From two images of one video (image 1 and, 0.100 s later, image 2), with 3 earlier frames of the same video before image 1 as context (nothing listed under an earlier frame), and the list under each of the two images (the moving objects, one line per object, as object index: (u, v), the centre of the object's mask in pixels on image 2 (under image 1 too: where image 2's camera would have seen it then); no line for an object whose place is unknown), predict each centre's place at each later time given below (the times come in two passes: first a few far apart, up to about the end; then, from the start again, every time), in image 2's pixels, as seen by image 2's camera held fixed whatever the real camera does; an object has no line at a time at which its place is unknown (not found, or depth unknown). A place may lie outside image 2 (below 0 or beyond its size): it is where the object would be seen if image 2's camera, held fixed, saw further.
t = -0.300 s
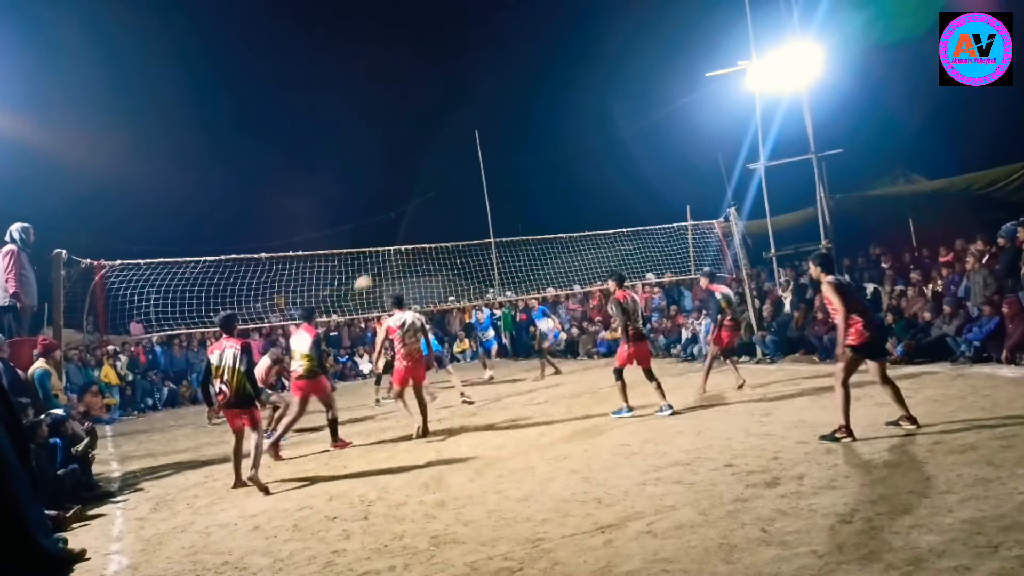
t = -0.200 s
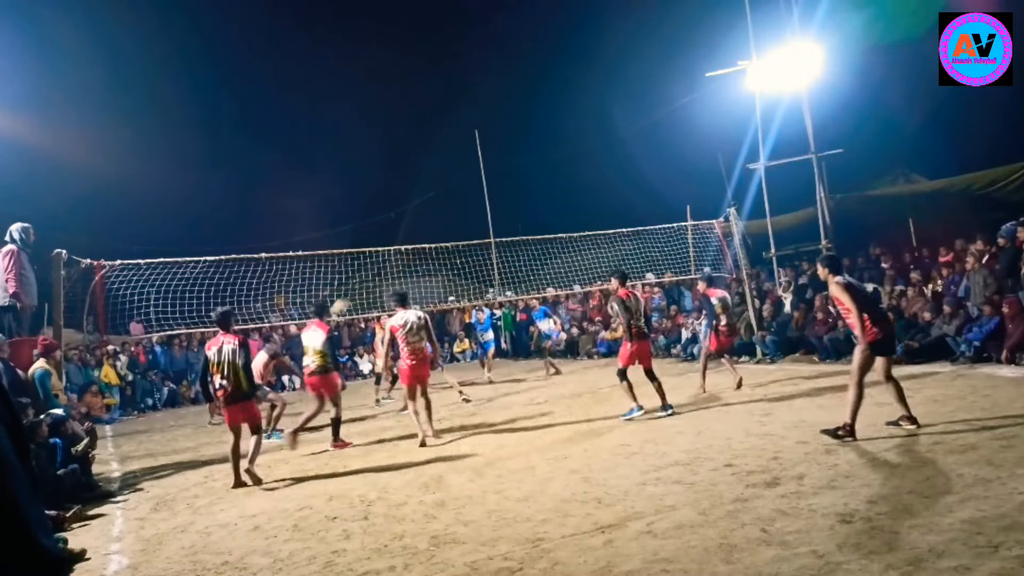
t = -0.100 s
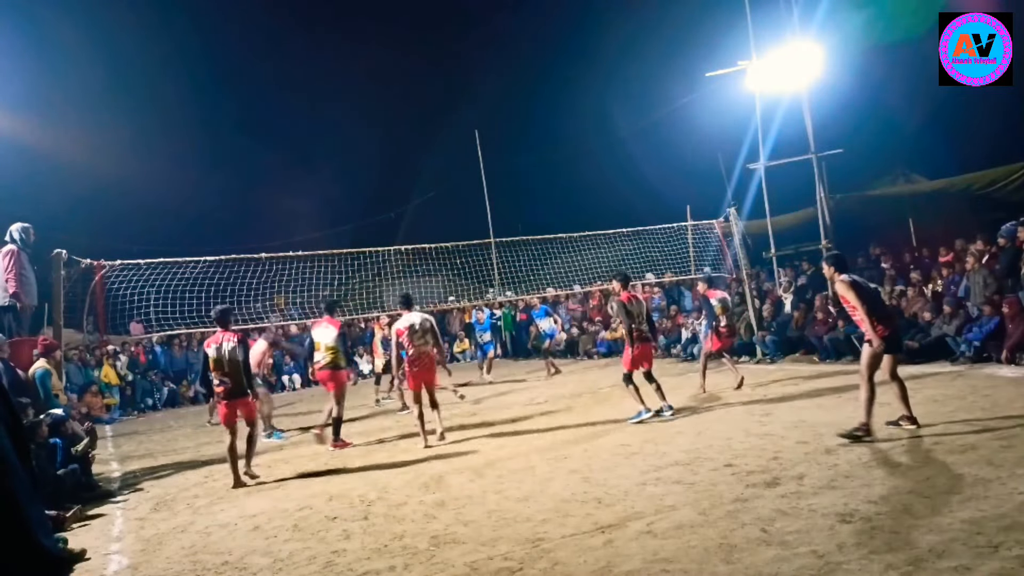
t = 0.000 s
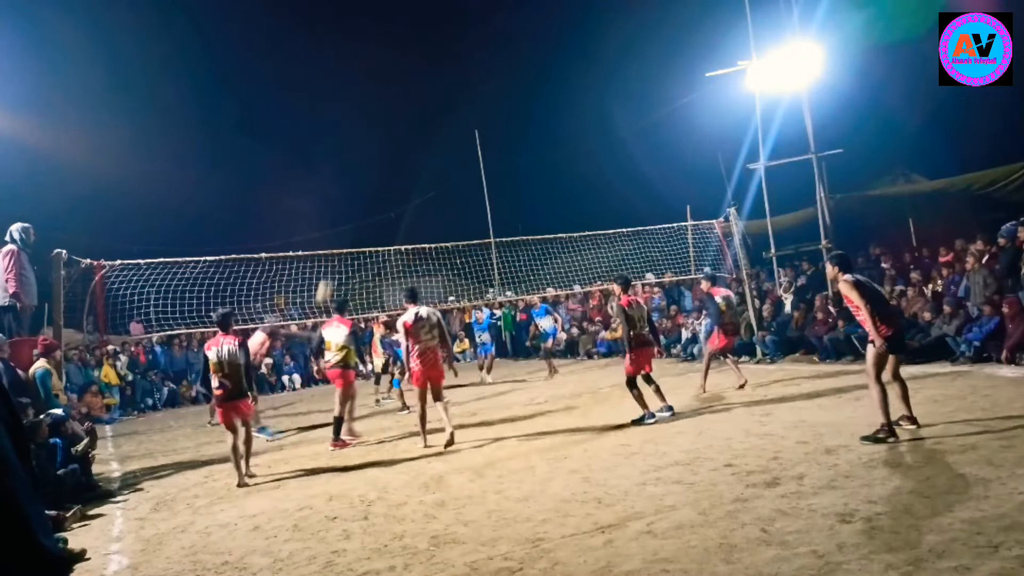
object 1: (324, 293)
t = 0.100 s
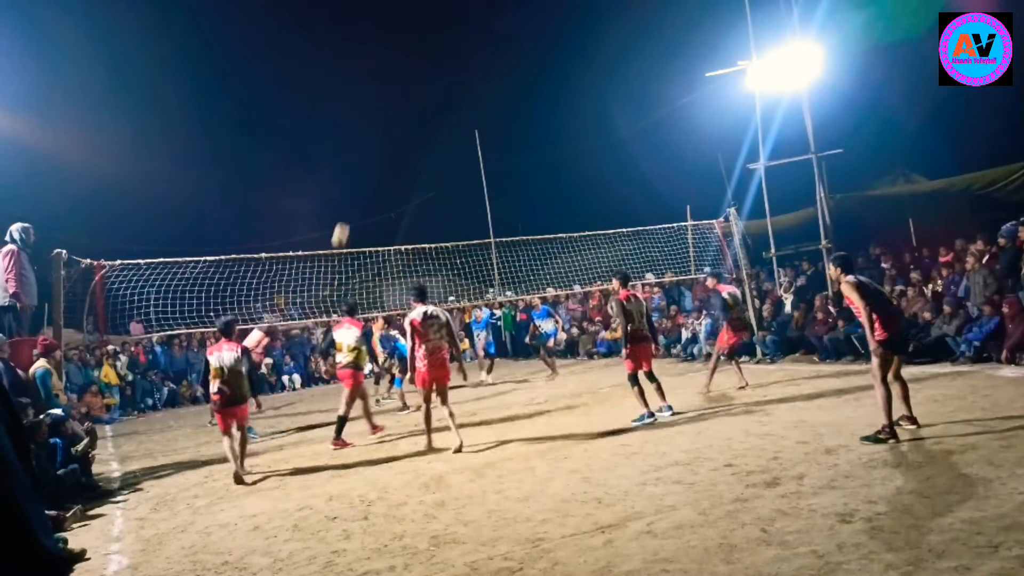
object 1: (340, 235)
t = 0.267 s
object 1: (367, 159)
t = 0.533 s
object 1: (409, 79)
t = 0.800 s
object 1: (452, 48)
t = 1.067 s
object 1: (497, 59)
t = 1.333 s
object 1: (543, 111)
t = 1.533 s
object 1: (578, 172)
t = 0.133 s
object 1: (346, 218)
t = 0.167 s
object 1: (351, 202)
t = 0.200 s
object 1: (356, 186)
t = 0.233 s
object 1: (361, 172)
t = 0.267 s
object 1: (367, 159)
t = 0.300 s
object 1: (372, 145)
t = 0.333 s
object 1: (377, 134)
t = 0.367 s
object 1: (383, 123)
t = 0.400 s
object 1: (388, 112)
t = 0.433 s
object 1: (393, 103)
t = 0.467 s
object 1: (398, 95)
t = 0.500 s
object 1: (404, 87)
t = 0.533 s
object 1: (409, 79)
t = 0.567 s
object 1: (414, 73)
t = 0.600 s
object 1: (420, 67)
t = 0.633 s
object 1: (425, 62)
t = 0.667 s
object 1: (430, 58)
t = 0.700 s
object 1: (436, 54)
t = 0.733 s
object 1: (441, 51)
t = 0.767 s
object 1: (447, 49)
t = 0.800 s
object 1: (452, 48)
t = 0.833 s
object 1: (458, 46)
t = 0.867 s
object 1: (463, 47)
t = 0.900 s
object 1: (469, 47)
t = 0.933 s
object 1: (475, 49)
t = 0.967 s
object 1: (480, 50)
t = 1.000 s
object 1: (486, 53)
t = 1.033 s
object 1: (492, 56)
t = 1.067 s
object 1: (497, 59)
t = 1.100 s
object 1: (503, 64)
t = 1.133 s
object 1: (509, 69)
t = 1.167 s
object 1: (514, 74)
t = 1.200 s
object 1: (520, 81)
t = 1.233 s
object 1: (526, 87)
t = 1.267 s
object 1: (532, 95)
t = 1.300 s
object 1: (538, 103)
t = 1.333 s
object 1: (543, 111)
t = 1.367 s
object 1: (549, 120)
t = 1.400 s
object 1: (555, 130)
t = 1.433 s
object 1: (561, 140)
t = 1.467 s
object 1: (566, 150)
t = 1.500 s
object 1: (572, 161)
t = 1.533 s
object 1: (578, 172)
